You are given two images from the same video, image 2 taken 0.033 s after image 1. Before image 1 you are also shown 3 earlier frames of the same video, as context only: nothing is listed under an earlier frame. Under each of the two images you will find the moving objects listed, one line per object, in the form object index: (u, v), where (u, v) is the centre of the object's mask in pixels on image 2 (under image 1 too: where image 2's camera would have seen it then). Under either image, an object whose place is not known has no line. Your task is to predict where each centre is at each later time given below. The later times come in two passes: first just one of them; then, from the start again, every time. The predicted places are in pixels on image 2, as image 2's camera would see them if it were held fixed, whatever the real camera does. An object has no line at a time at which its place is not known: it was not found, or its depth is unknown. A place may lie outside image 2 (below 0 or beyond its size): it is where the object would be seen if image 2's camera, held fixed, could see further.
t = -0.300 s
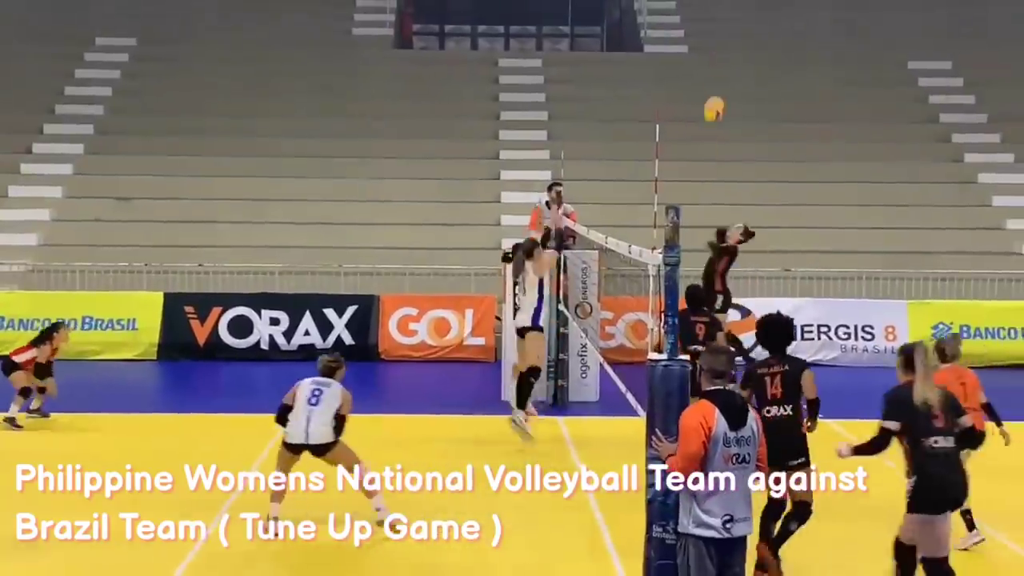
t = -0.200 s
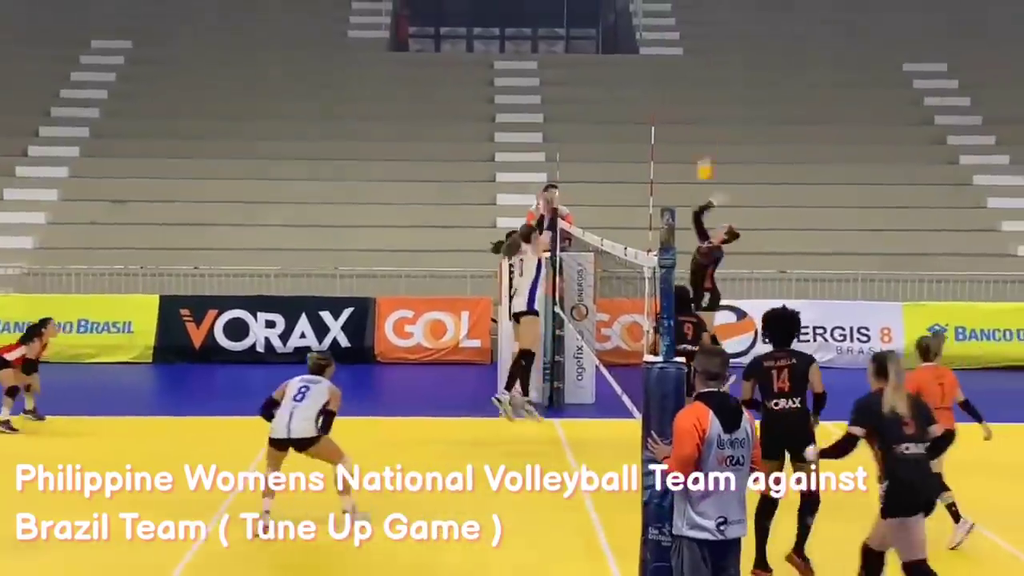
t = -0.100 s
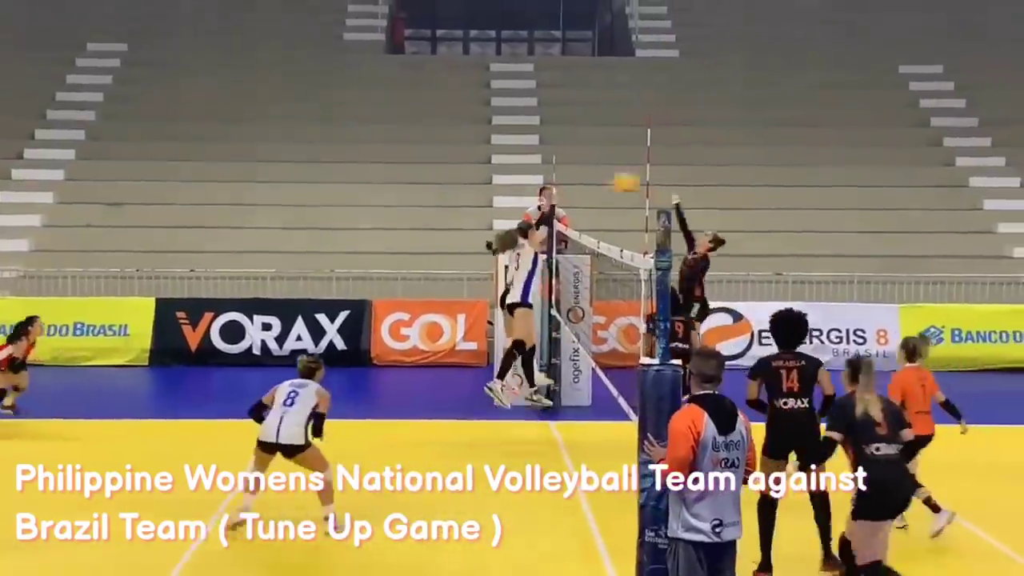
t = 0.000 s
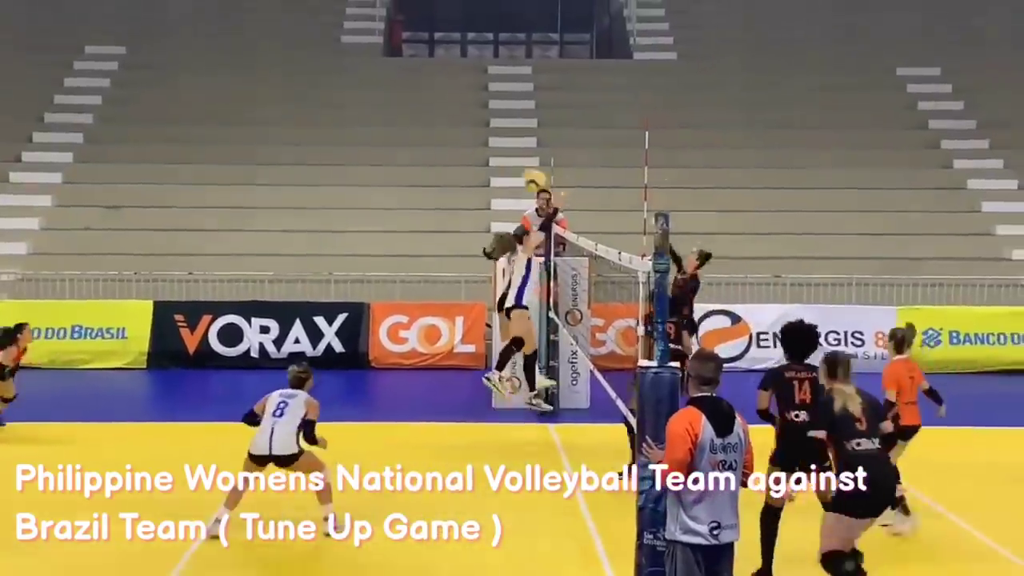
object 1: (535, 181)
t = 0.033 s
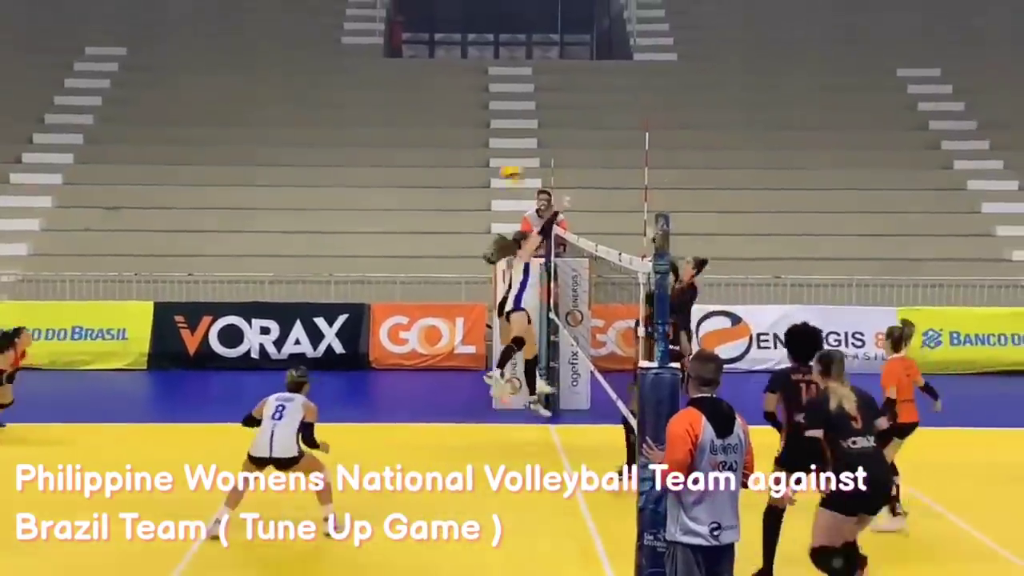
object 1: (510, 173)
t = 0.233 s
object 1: (375, 149)
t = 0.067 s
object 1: (487, 166)
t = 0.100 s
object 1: (467, 159)
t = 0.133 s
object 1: (443, 155)
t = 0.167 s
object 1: (421, 152)
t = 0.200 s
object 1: (398, 150)
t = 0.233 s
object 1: (375, 149)
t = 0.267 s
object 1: (353, 149)
